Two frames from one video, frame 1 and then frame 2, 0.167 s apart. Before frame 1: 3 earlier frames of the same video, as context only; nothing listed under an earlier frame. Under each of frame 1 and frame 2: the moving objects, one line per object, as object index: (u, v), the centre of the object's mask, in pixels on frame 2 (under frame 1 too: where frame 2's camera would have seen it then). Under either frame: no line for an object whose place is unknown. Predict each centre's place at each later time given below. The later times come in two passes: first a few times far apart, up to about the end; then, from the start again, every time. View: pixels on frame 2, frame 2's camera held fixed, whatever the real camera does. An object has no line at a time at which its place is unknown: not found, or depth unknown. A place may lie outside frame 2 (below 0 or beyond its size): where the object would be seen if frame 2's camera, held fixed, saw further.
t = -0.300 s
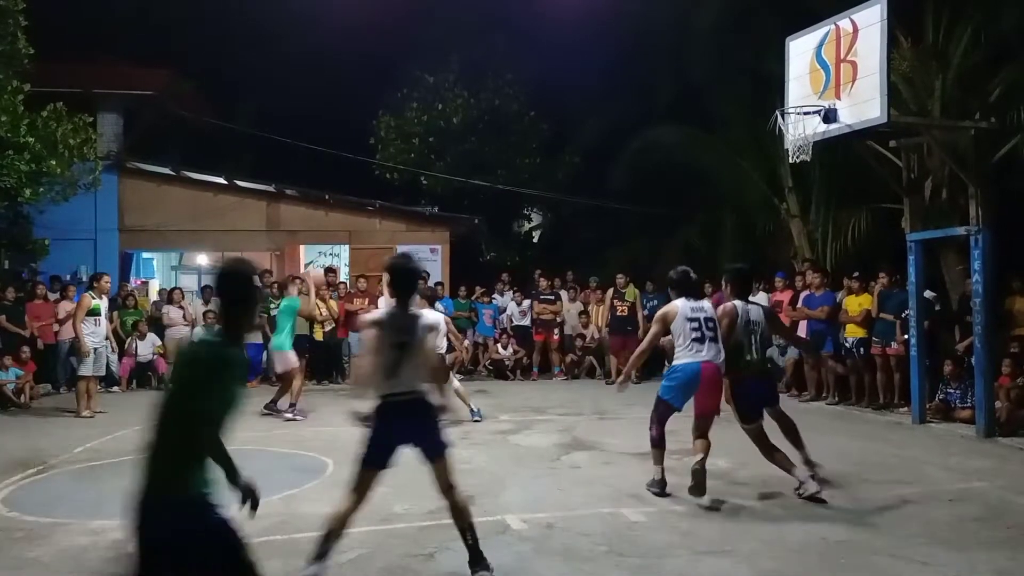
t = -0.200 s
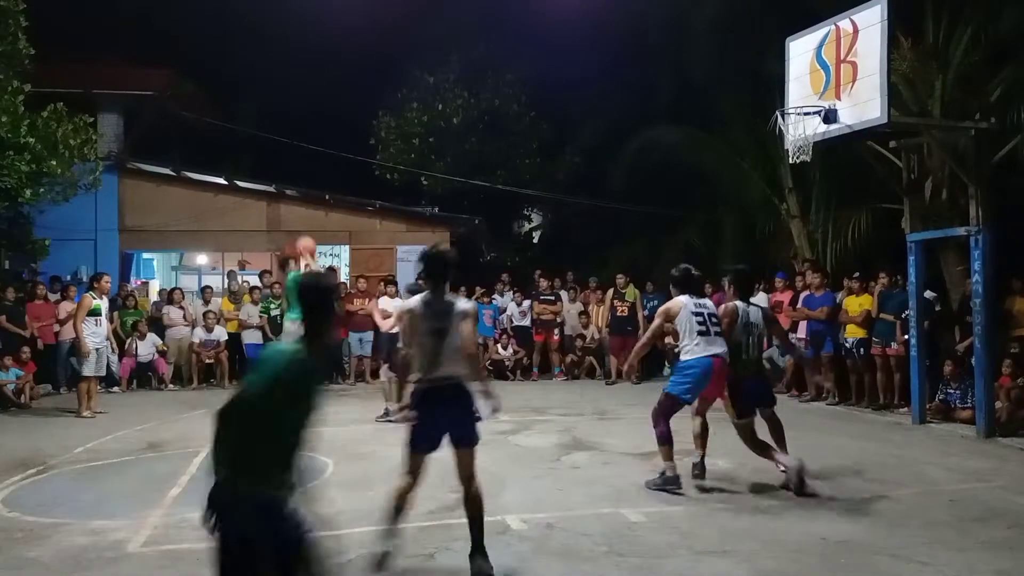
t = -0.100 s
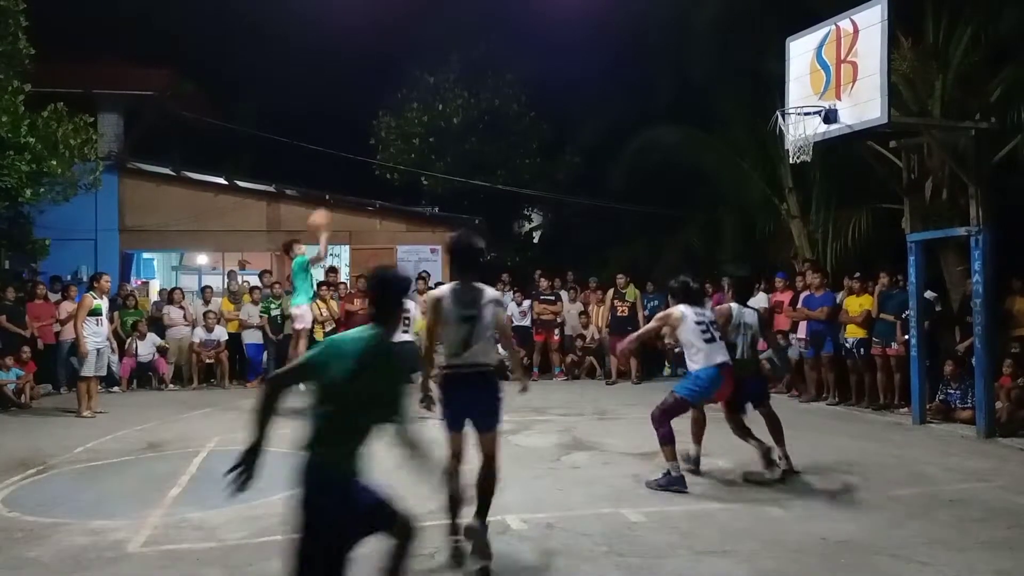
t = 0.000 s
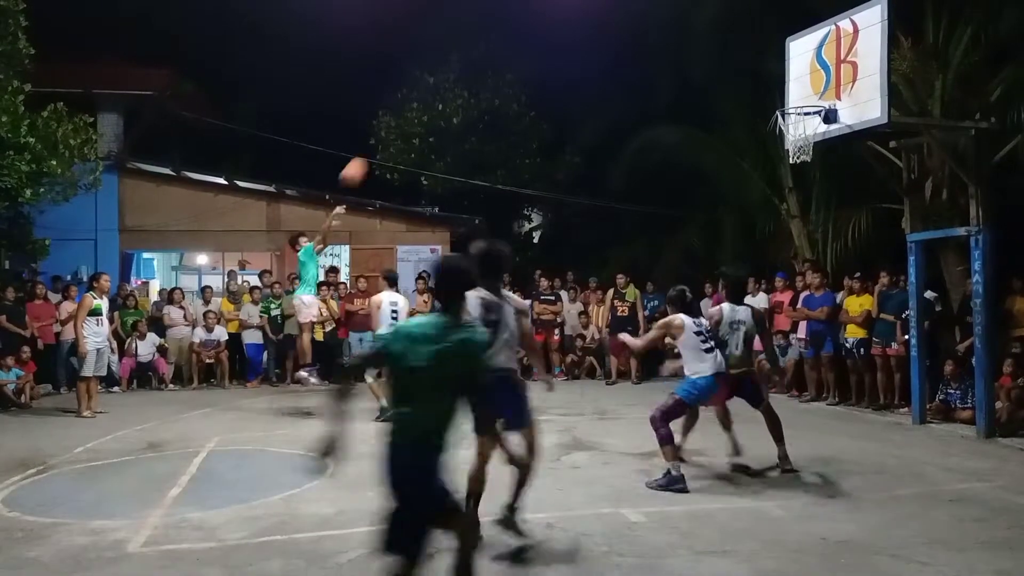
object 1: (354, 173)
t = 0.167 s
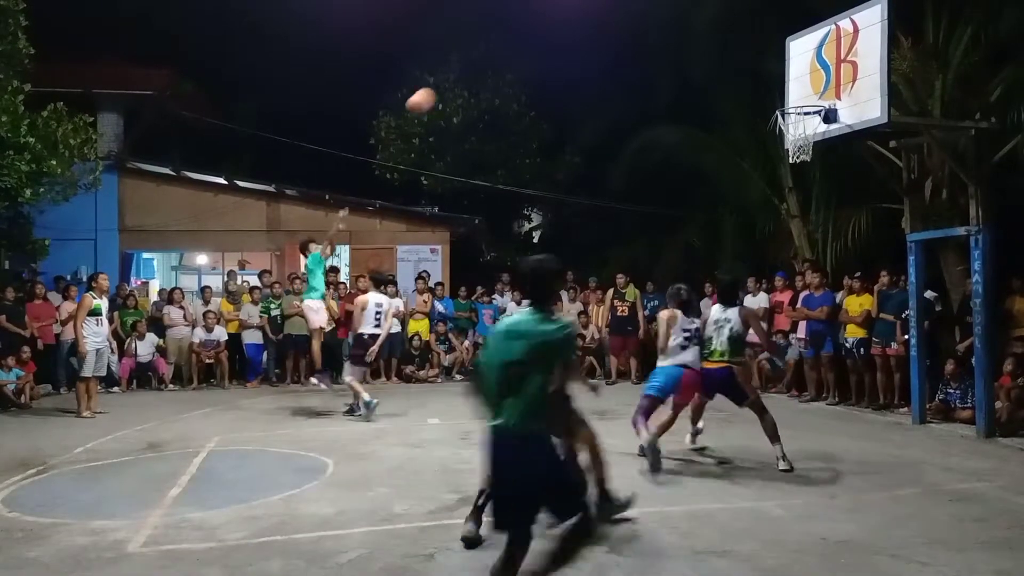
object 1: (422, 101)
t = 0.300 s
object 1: (478, 61)
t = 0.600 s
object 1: (610, 26)
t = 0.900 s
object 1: (756, 82)
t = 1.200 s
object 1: (759, 92)
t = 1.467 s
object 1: (697, 131)
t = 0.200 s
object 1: (435, 90)
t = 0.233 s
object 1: (449, 79)
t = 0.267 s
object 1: (463, 69)
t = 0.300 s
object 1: (478, 61)
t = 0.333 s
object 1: (492, 53)
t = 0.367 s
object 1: (507, 46)
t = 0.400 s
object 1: (521, 41)
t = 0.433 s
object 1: (536, 35)
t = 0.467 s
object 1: (551, 31)
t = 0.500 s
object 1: (565, 29)
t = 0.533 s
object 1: (580, 27)
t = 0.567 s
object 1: (595, 26)
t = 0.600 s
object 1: (610, 26)
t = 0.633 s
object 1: (626, 28)
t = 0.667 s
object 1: (641, 30)
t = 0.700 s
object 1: (658, 35)
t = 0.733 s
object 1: (674, 40)
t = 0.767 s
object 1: (690, 46)
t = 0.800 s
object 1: (707, 53)
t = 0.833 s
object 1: (723, 61)
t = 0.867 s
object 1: (739, 71)
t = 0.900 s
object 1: (756, 82)
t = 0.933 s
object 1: (771, 93)
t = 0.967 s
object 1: (786, 103)
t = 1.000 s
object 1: (792, 103)
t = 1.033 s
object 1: (798, 101)
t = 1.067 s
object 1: (789, 95)
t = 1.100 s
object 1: (781, 93)
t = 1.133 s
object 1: (774, 92)
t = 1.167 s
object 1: (768, 92)
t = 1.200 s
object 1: (759, 92)
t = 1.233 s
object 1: (751, 92)
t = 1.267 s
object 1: (743, 95)
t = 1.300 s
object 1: (736, 99)
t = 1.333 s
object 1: (728, 103)
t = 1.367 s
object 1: (720, 108)
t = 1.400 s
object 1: (712, 115)
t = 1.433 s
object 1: (704, 123)
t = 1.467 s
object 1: (697, 131)
